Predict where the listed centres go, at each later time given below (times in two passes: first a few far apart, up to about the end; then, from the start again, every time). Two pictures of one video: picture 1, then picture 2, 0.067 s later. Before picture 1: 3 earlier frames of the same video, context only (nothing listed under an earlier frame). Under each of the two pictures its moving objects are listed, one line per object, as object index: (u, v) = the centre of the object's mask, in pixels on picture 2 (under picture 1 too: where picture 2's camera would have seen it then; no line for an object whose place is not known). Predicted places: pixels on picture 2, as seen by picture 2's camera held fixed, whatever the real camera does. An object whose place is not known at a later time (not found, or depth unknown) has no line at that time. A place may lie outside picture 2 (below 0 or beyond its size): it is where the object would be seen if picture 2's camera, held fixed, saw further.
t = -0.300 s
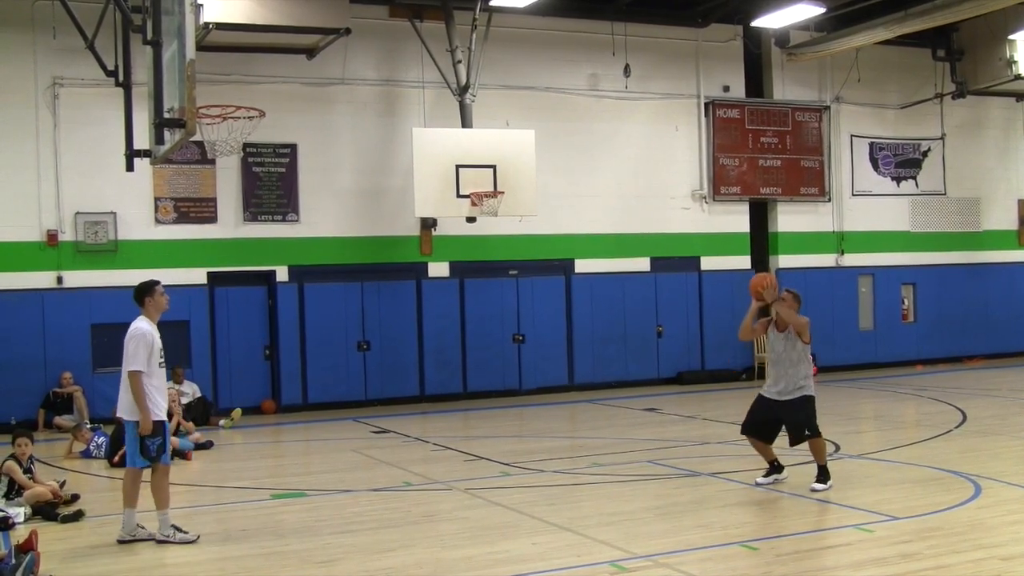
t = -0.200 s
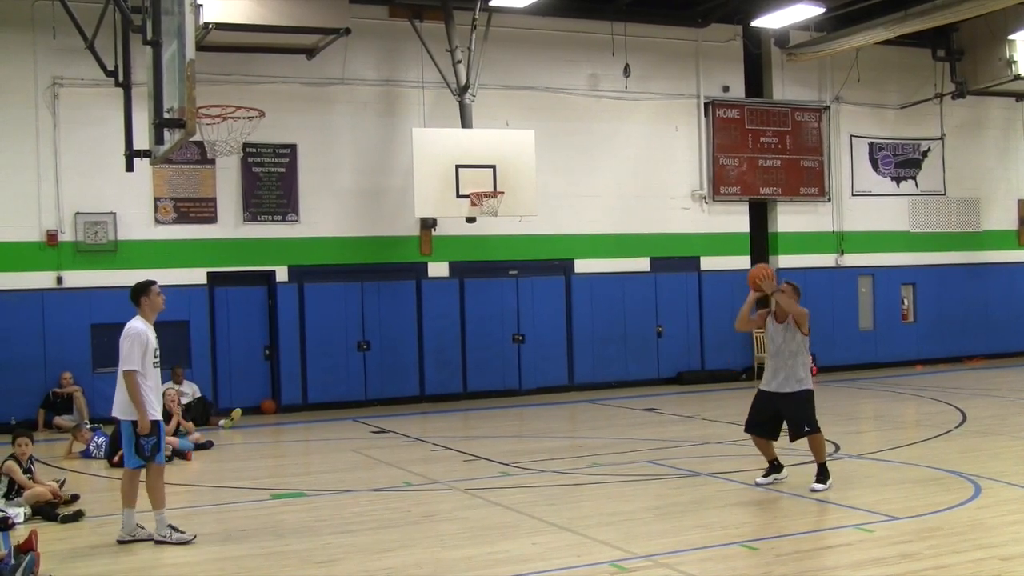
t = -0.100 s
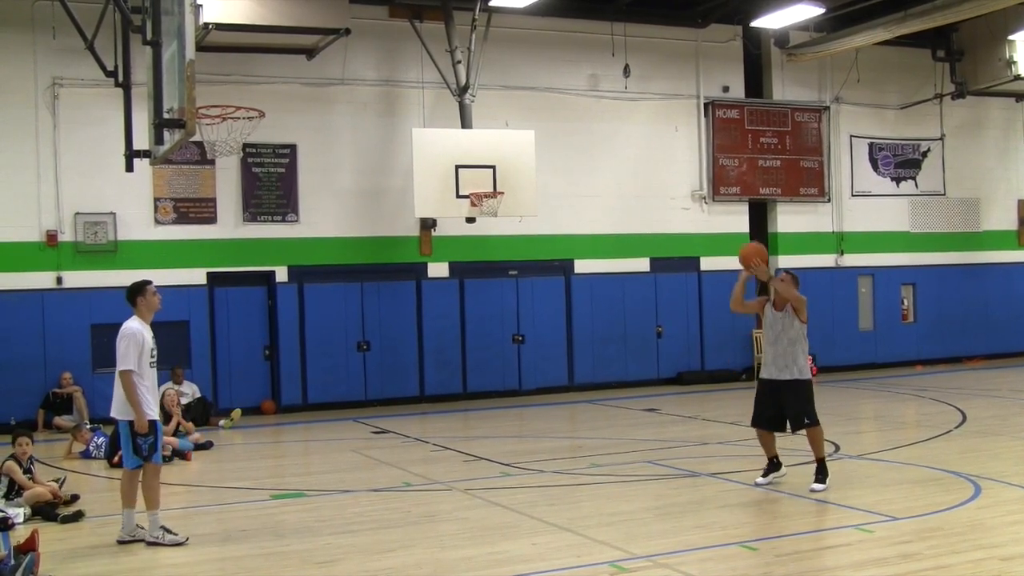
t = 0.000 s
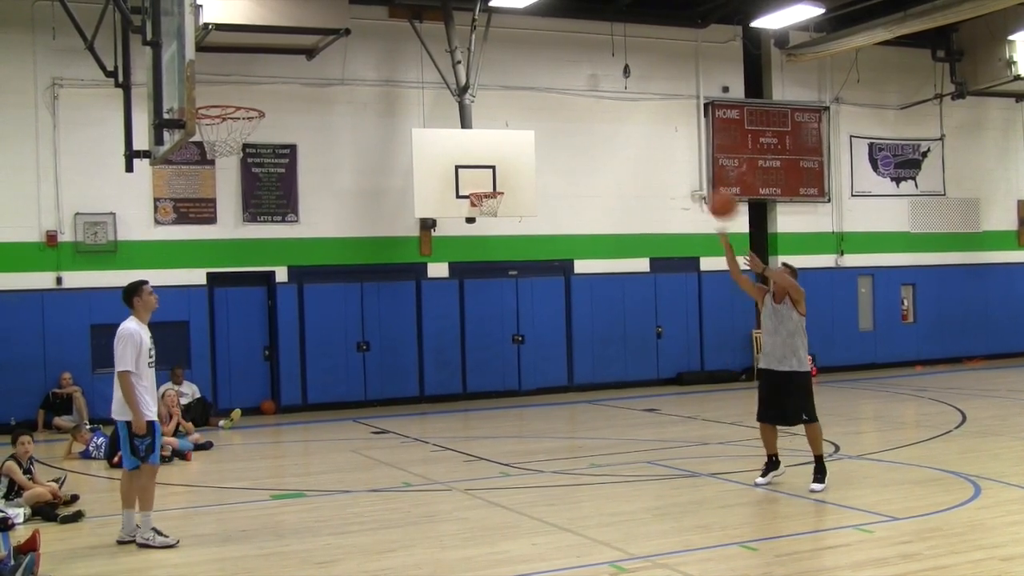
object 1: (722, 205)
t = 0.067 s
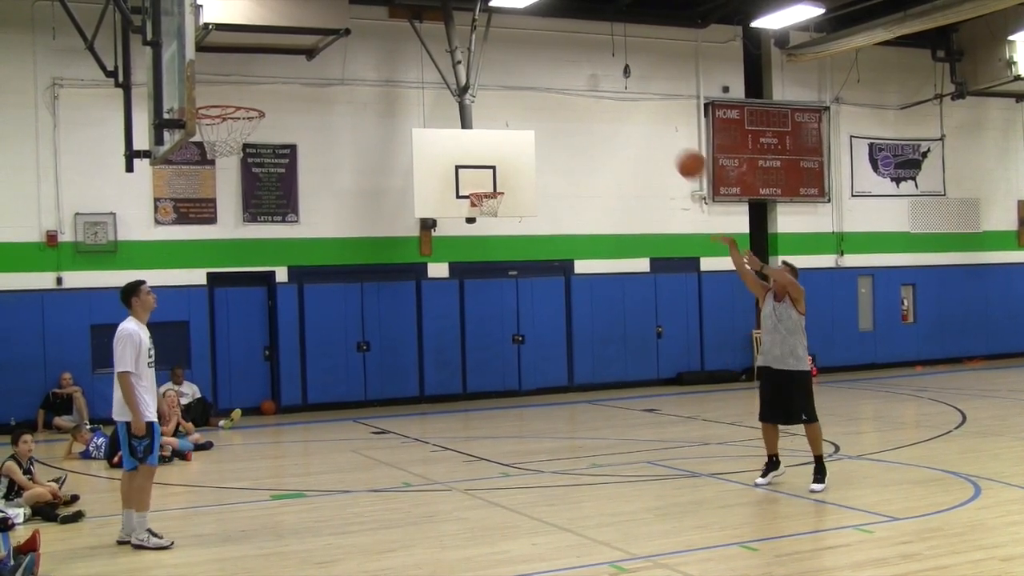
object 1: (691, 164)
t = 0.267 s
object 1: (594, 72)
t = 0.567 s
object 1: (439, 15)
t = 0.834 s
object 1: (292, 63)
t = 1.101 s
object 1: (210, 147)
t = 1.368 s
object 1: (248, 225)
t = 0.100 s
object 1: (675, 145)
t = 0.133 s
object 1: (659, 128)
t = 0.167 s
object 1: (643, 113)
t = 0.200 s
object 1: (627, 98)
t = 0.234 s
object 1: (610, 84)
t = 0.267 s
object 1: (594, 72)
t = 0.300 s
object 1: (578, 60)
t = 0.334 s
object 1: (560, 51)
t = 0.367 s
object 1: (543, 42)
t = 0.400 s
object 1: (526, 34)
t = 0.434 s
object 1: (509, 28)
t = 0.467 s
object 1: (492, 23)
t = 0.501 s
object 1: (475, 18)
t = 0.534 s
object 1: (456, 16)
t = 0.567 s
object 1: (439, 15)
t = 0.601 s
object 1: (421, 15)
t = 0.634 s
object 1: (404, 18)
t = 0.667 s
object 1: (386, 21)
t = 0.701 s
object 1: (367, 27)
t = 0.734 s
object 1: (349, 34)
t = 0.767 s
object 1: (330, 42)
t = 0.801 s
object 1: (311, 52)
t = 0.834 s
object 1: (292, 63)
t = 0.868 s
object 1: (273, 78)
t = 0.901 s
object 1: (254, 92)
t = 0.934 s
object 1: (234, 108)
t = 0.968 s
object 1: (213, 128)
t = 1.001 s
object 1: (204, 140)
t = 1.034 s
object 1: (204, 147)
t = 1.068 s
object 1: (206, 147)
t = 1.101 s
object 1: (210, 147)
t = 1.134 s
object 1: (214, 151)
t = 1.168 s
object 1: (219, 157)
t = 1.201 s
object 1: (224, 164)
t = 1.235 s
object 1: (229, 174)
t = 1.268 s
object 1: (234, 185)
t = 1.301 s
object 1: (238, 196)
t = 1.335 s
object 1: (243, 210)
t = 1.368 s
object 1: (248, 225)
